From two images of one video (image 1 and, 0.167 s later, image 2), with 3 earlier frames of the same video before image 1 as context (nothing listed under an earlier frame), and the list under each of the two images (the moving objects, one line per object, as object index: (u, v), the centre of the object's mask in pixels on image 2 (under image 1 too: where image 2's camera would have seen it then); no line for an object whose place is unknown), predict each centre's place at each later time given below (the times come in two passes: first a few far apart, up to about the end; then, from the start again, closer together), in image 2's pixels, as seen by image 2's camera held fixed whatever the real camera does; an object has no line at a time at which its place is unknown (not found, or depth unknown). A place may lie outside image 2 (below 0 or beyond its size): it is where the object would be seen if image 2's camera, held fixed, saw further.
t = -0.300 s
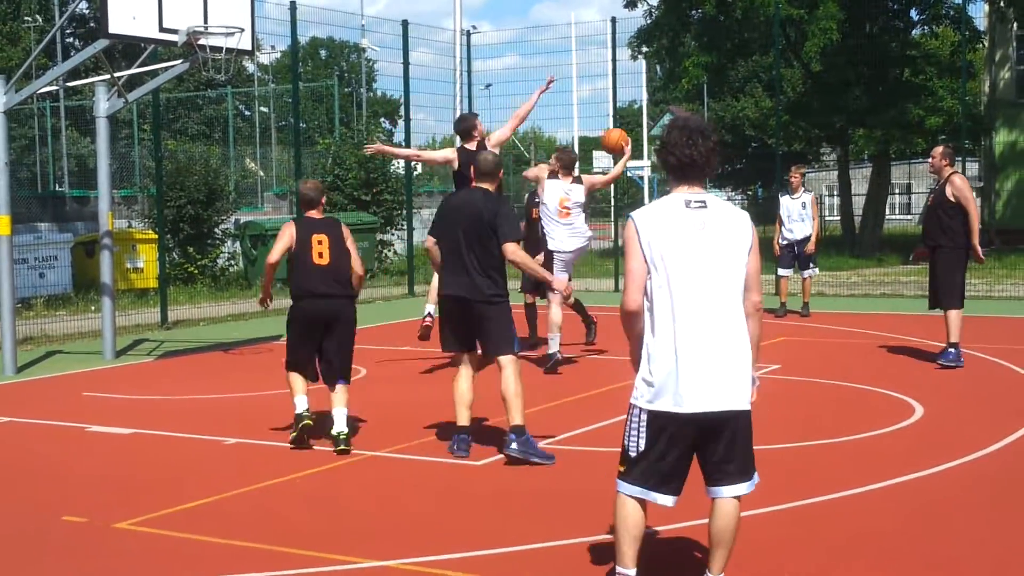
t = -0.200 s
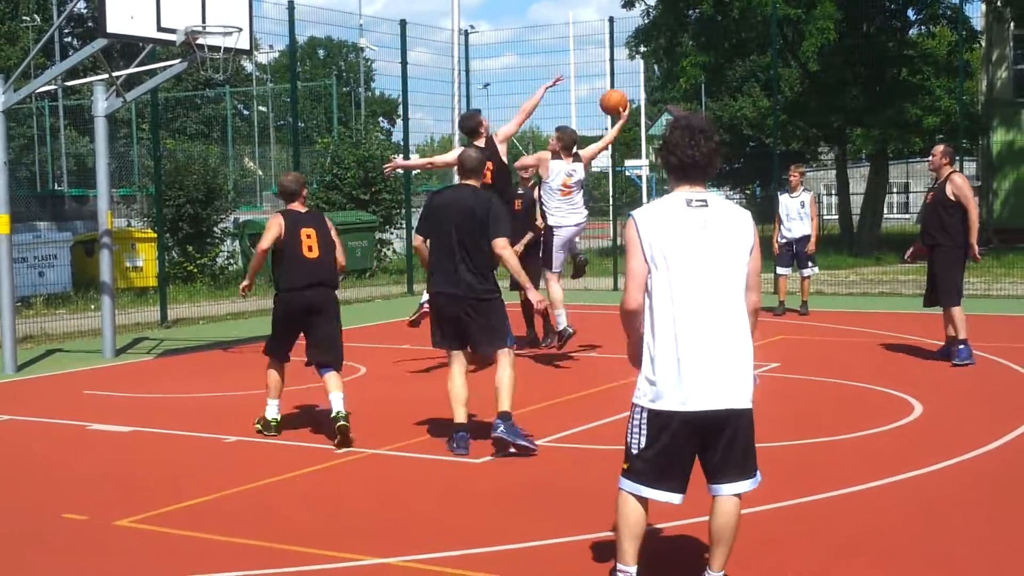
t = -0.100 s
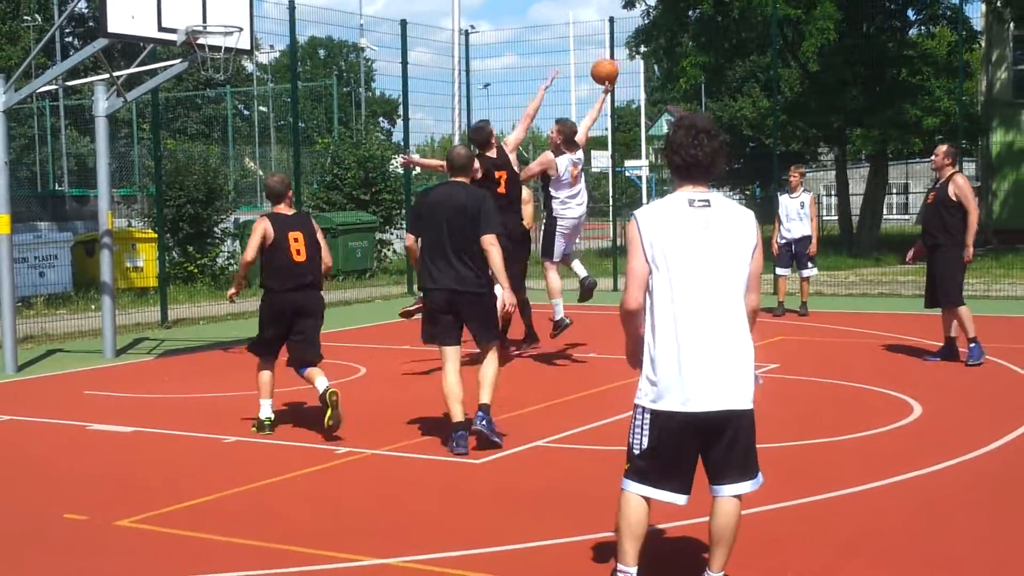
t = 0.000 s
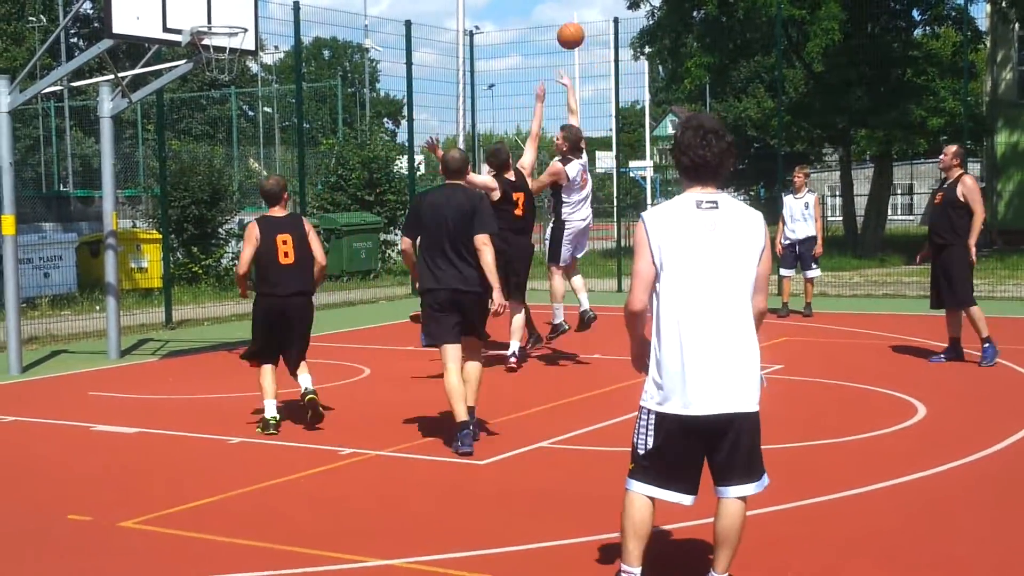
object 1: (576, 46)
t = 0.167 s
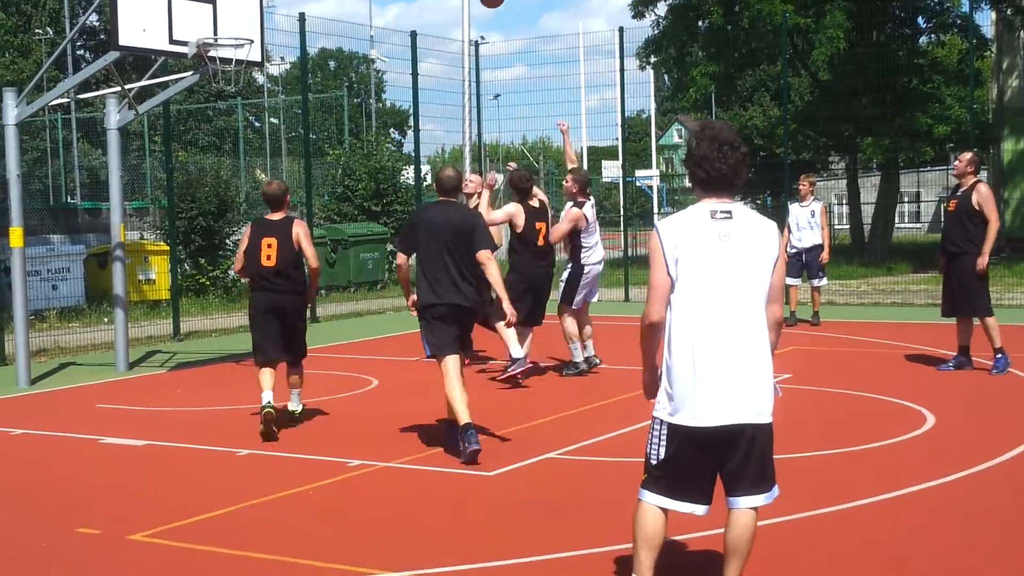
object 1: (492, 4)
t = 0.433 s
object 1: (362, -22)
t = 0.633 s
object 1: (268, 17)
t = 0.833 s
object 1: (263, 90)
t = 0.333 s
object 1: (410, -18)
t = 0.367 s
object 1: (394, -23)
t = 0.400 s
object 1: (377, -25)
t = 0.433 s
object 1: (362, -22)
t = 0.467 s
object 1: (346, -19)
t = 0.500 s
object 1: (330, -15)
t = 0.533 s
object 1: (314, -8)
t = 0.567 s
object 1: (299, -1)
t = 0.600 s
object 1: (284, 7)
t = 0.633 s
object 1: (268, 17)
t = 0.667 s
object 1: (253, 27)
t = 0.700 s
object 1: (238, 33)
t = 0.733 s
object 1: (243, 50)
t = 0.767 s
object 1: (250, 61)
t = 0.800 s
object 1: (256, 74)
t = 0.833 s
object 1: (263, 90)
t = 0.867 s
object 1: (270, 105)
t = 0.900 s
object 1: (278, 122)
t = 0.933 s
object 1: (285, 142)
